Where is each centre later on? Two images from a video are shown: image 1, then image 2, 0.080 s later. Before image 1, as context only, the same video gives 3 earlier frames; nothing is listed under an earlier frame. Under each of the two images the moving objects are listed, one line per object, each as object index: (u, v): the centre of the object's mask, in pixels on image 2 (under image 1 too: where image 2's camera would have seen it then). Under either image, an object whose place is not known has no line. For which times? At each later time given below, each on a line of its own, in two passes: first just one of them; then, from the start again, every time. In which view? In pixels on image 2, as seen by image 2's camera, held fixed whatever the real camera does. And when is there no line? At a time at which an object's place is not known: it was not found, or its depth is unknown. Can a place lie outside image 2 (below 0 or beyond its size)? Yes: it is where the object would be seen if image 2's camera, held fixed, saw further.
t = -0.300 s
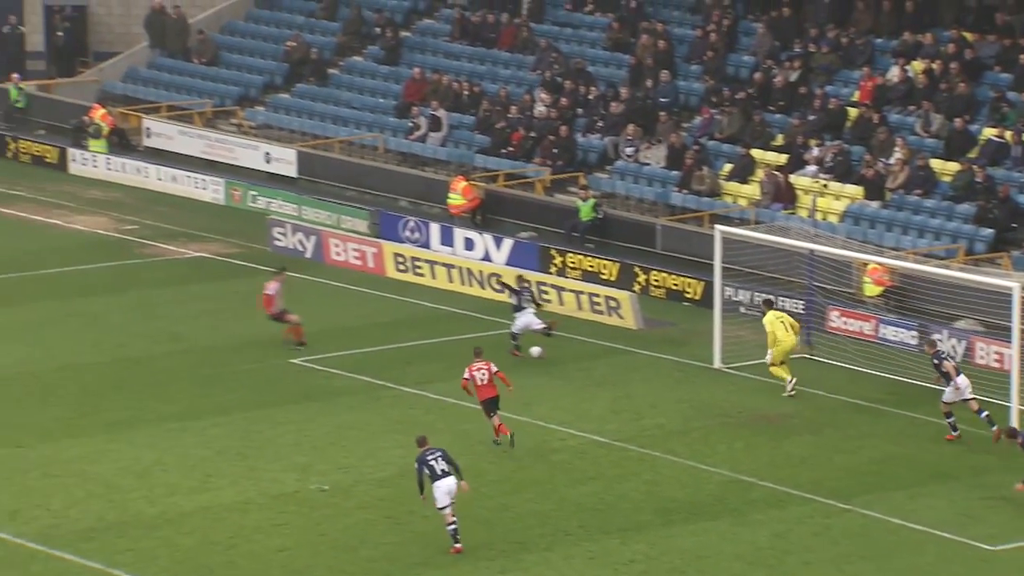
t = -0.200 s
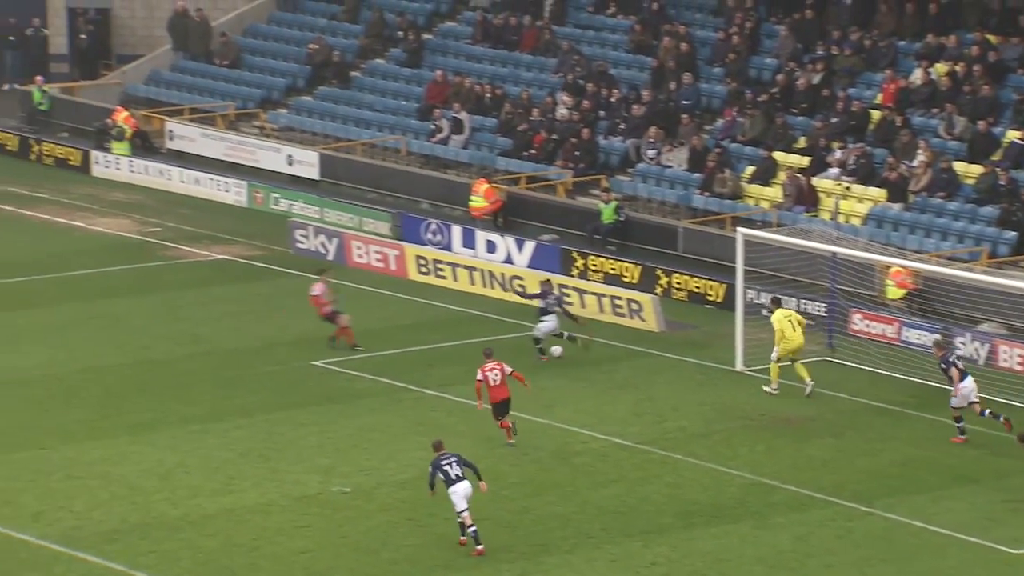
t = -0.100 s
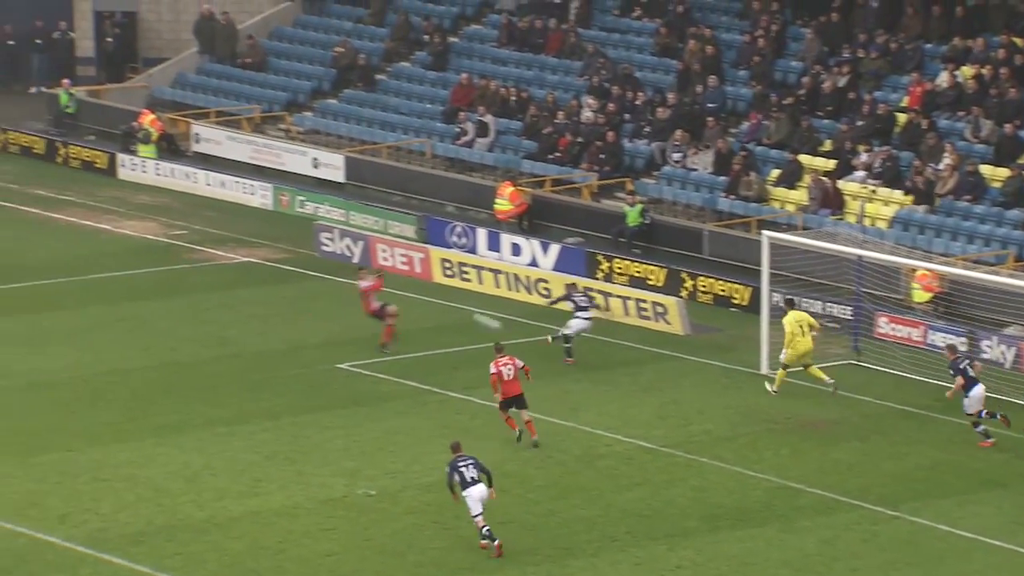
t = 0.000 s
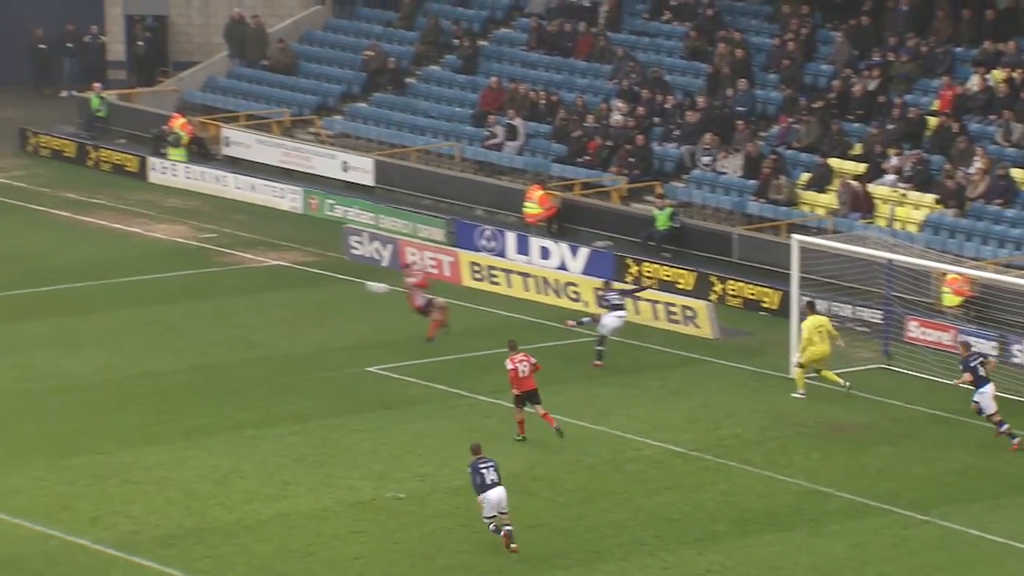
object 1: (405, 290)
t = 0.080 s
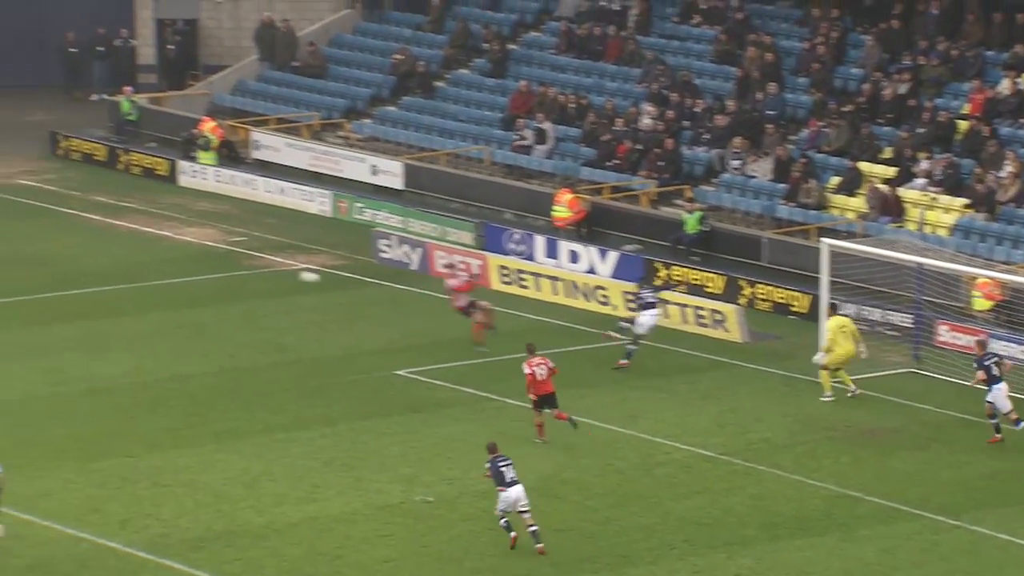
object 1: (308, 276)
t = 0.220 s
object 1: (143, 256)
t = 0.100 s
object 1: (284, 273)
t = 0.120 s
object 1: (261, 270)
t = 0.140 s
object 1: (237, 267)
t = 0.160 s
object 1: (213, 264)
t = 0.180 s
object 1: (189, 262)
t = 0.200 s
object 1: (166, 259)
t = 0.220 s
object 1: (143, 256)
